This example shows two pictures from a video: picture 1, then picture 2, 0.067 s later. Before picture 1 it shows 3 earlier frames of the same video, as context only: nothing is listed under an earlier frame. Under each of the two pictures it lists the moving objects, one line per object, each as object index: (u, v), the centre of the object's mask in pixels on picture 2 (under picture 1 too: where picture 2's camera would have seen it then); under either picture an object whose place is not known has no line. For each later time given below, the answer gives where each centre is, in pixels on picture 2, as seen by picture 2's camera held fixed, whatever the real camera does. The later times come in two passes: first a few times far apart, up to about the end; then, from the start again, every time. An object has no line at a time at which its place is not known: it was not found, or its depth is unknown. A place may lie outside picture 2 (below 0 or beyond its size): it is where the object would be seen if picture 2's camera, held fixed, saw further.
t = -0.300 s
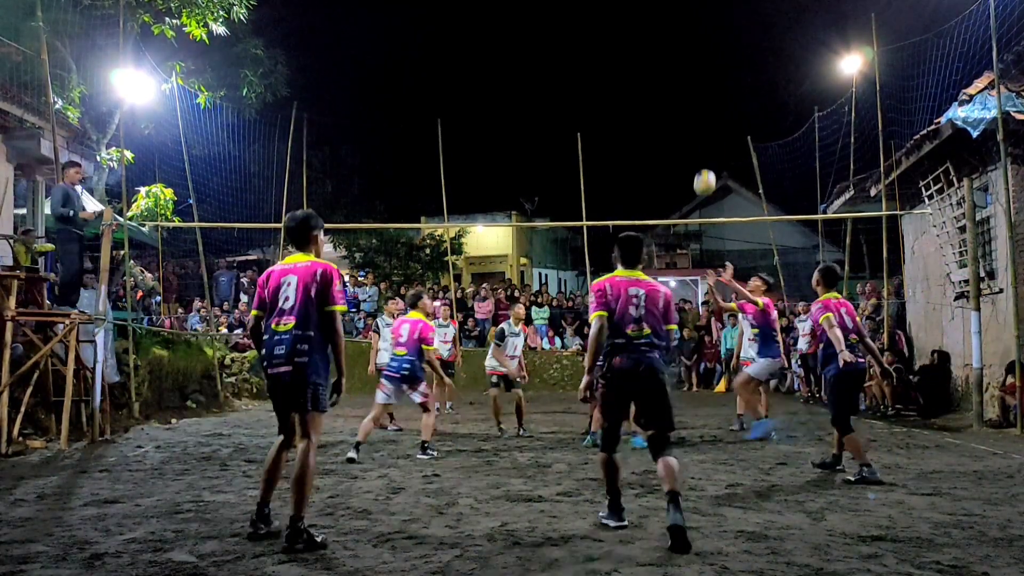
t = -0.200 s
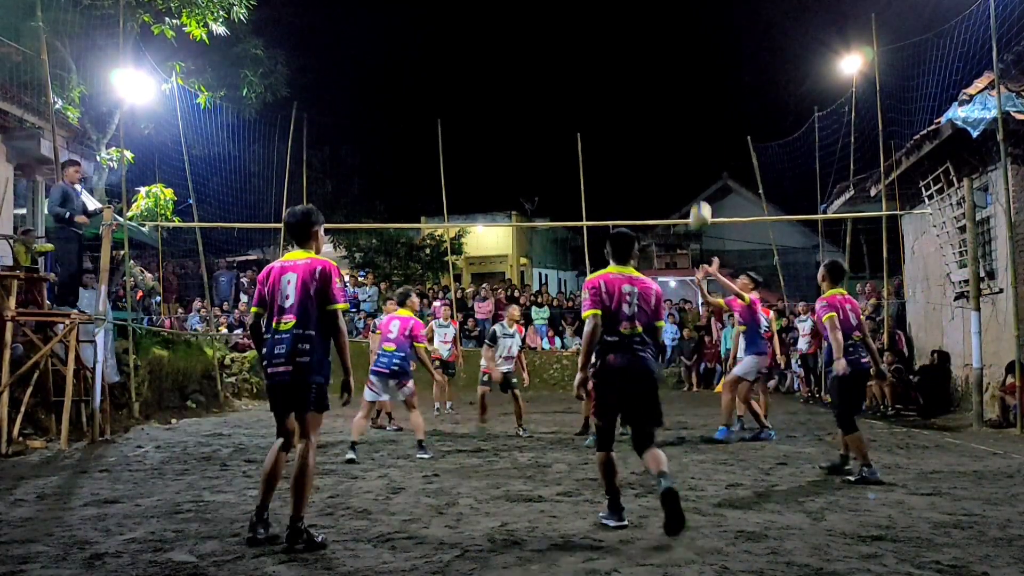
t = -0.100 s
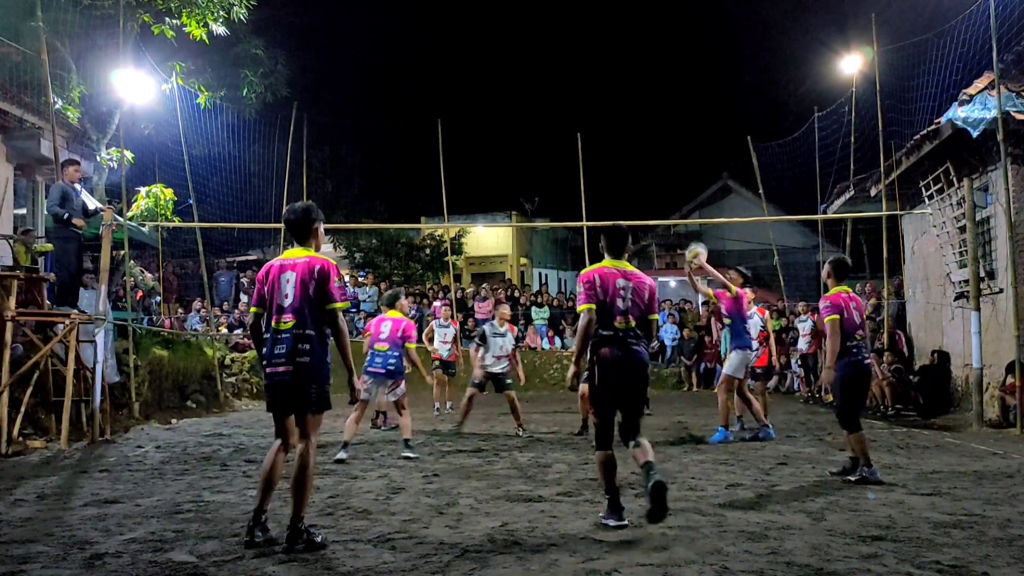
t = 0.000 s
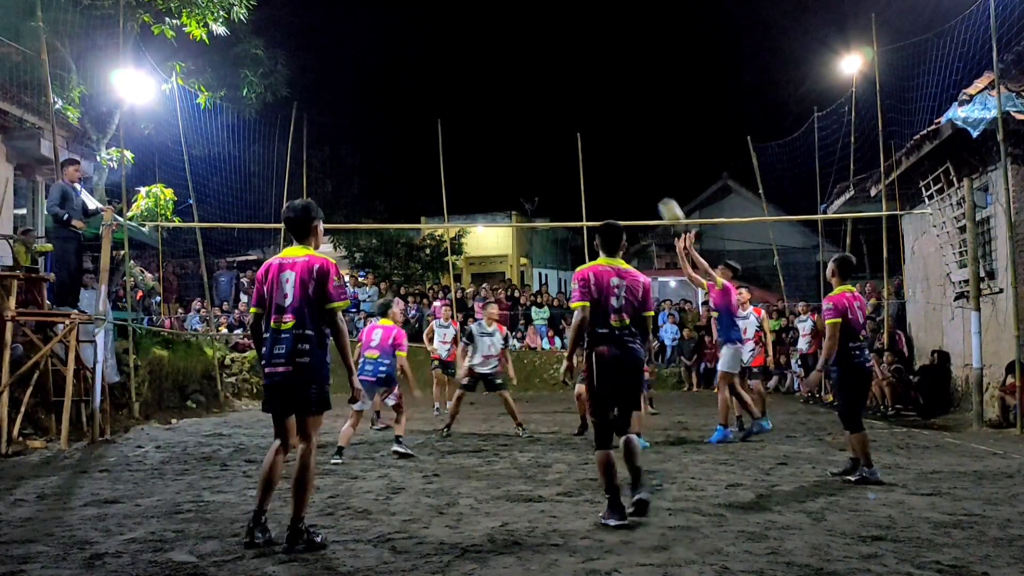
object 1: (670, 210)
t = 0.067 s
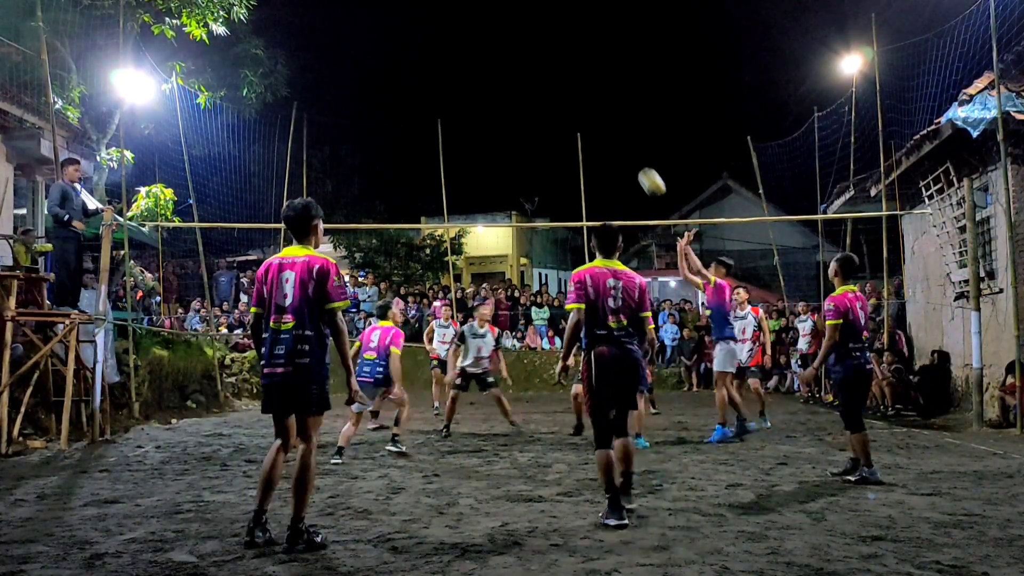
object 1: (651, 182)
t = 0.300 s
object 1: (584, 108)
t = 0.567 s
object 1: (510, 87)
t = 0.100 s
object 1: (642, 168)
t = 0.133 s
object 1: (632, 156)
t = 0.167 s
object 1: (622, 144)
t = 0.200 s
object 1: (613, 134)
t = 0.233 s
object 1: (603, 124)
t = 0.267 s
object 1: (594, 116)
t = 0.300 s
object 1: (584, 108)
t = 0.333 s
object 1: (575, 102)
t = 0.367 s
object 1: (566, 97)
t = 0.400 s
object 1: (556, 93)
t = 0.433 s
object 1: (547, 90)
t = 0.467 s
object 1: (538, 87)
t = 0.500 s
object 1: (529, 86)
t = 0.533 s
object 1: (520, 86)
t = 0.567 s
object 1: (510, 87)
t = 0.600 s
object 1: (501, 89)
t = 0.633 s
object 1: (493, 92)
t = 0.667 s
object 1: (484, 96)
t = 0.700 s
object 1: (475, 101)
